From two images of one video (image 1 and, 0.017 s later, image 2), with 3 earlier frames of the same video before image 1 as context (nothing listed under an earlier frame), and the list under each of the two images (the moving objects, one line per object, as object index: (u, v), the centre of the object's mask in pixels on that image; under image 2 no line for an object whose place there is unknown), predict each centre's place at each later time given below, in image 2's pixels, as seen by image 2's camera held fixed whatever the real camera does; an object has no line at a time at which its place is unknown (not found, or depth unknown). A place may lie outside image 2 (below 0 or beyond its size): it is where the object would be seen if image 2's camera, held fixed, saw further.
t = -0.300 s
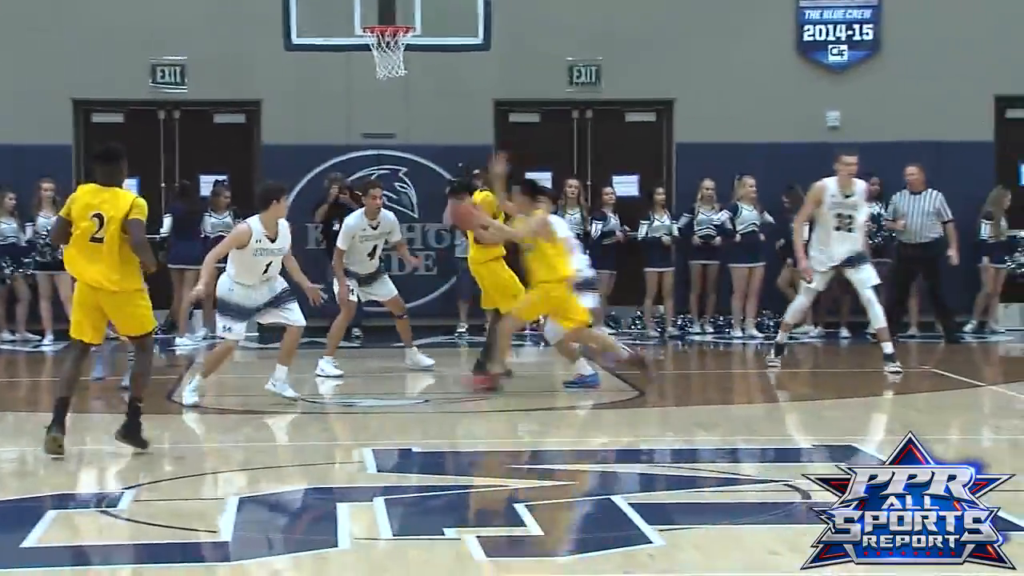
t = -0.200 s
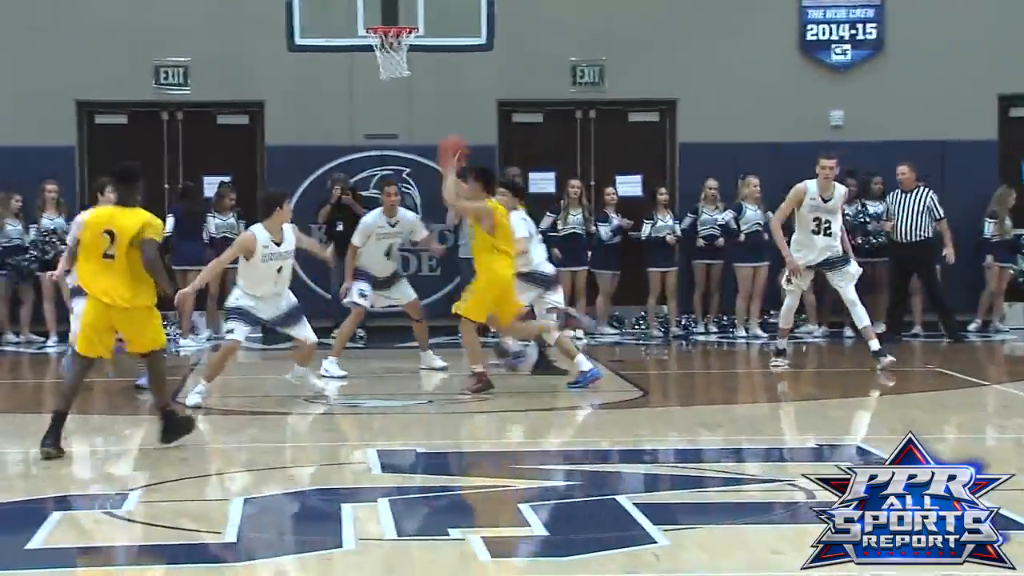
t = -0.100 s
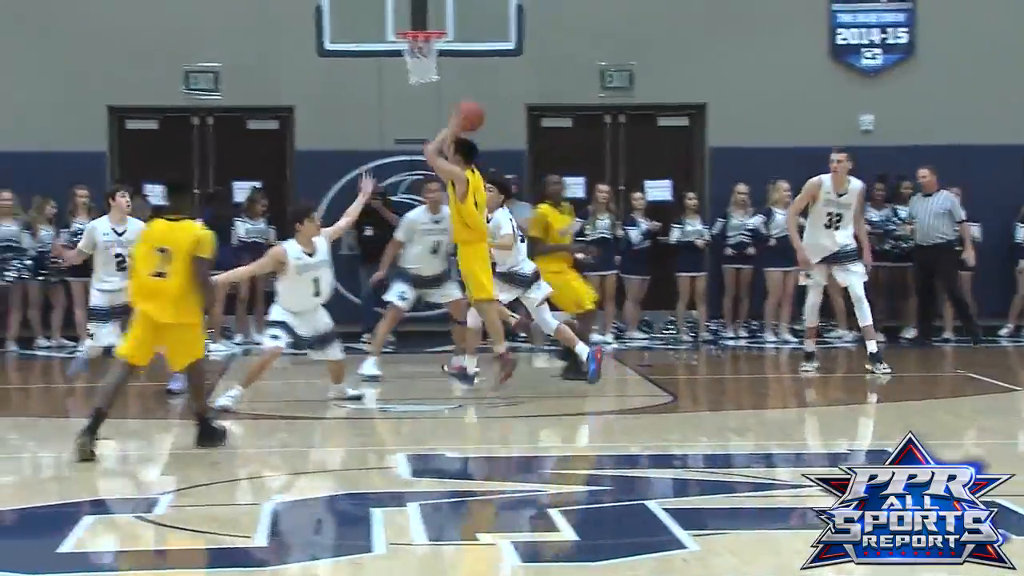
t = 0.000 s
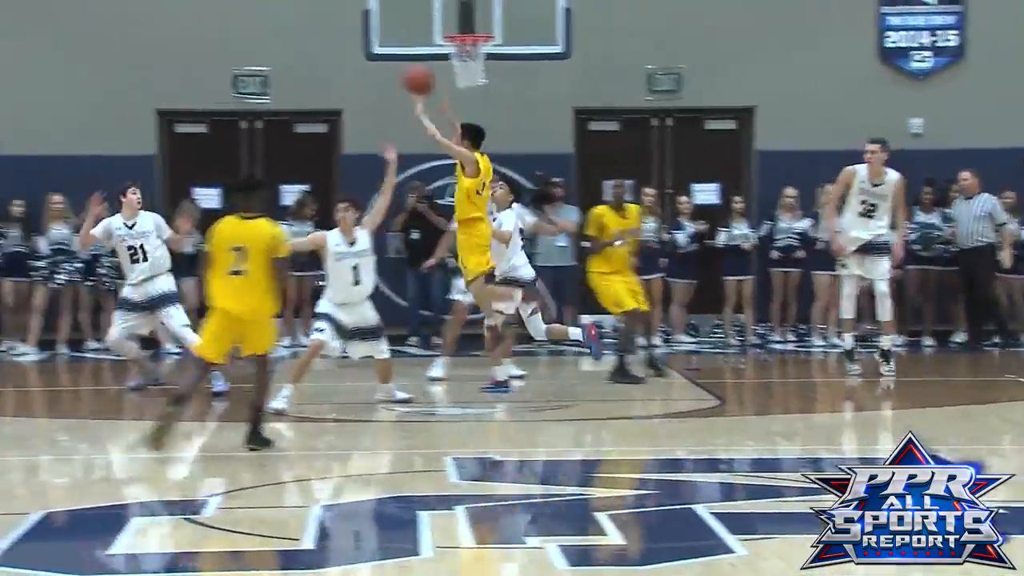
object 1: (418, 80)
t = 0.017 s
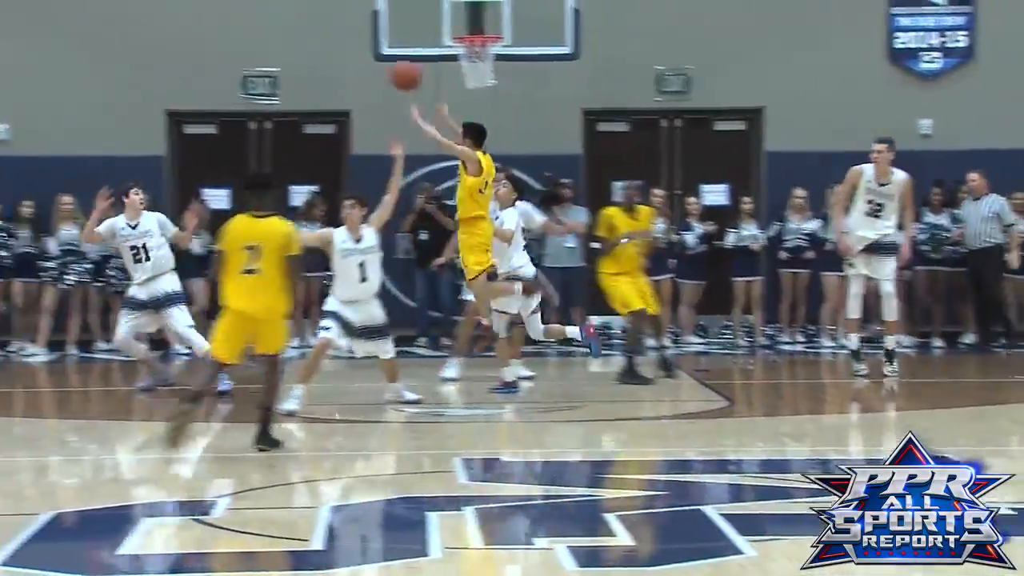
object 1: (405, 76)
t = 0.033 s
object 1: (384, 71)
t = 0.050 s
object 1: (362, 67)
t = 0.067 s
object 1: (341, 63)
